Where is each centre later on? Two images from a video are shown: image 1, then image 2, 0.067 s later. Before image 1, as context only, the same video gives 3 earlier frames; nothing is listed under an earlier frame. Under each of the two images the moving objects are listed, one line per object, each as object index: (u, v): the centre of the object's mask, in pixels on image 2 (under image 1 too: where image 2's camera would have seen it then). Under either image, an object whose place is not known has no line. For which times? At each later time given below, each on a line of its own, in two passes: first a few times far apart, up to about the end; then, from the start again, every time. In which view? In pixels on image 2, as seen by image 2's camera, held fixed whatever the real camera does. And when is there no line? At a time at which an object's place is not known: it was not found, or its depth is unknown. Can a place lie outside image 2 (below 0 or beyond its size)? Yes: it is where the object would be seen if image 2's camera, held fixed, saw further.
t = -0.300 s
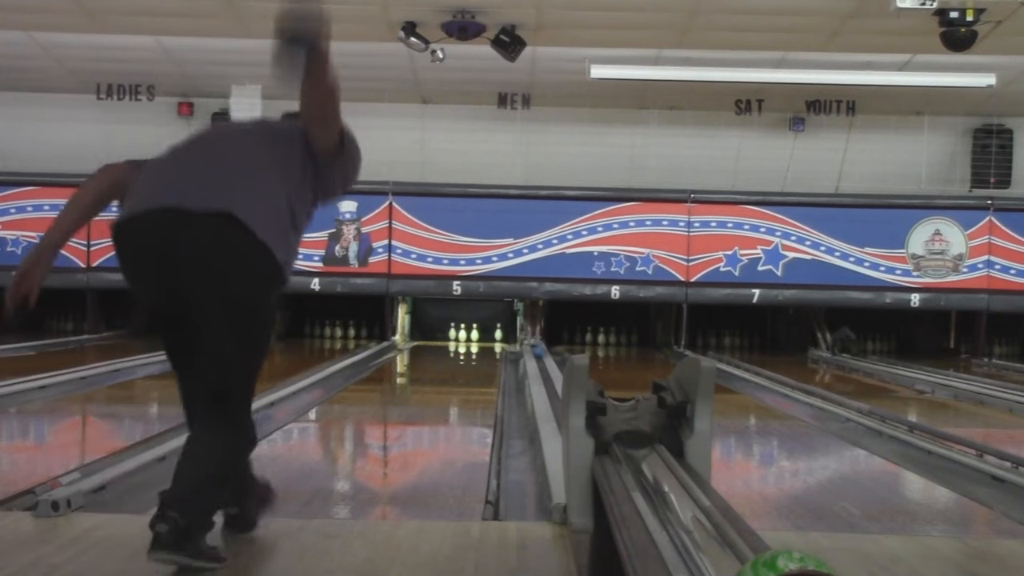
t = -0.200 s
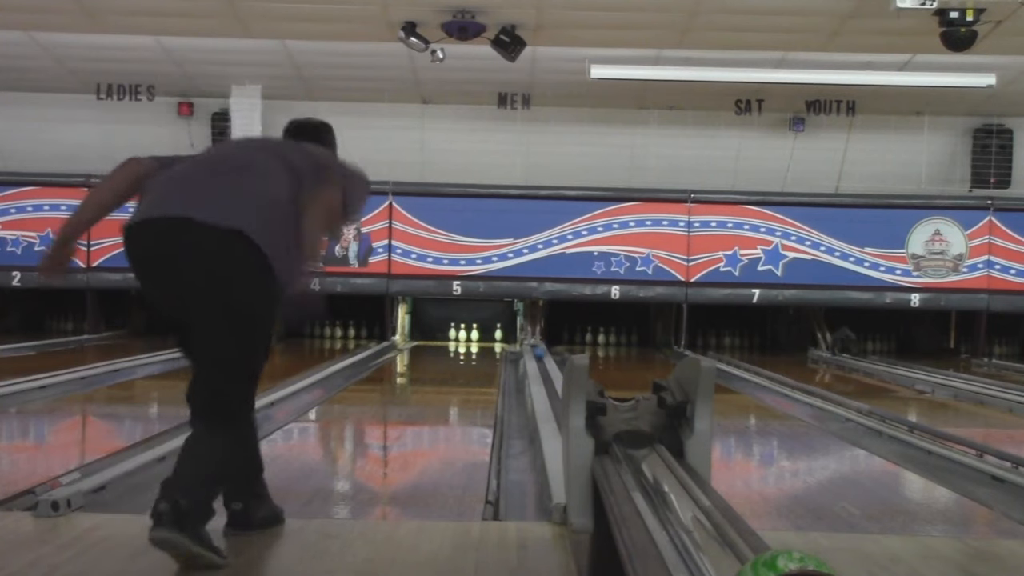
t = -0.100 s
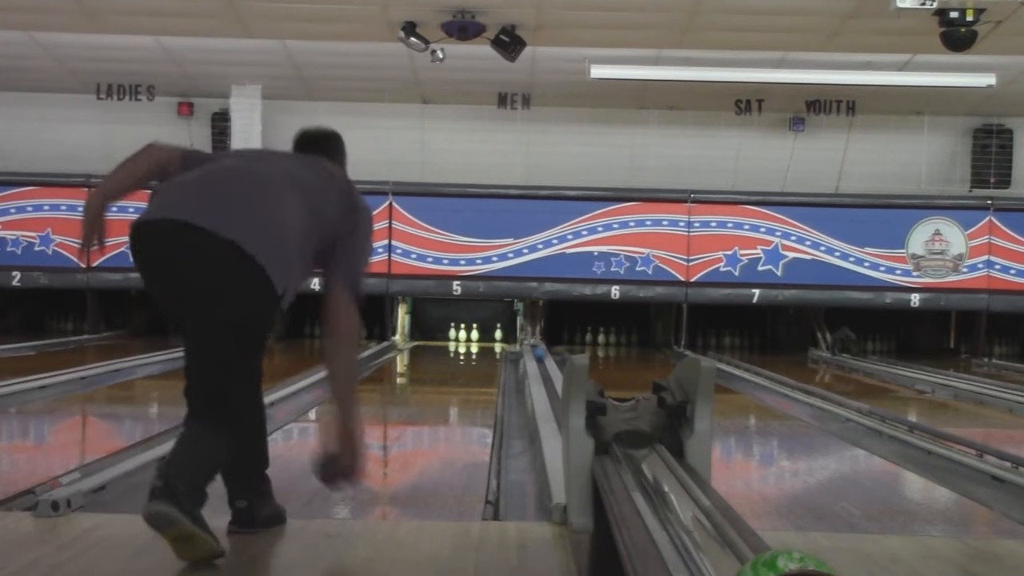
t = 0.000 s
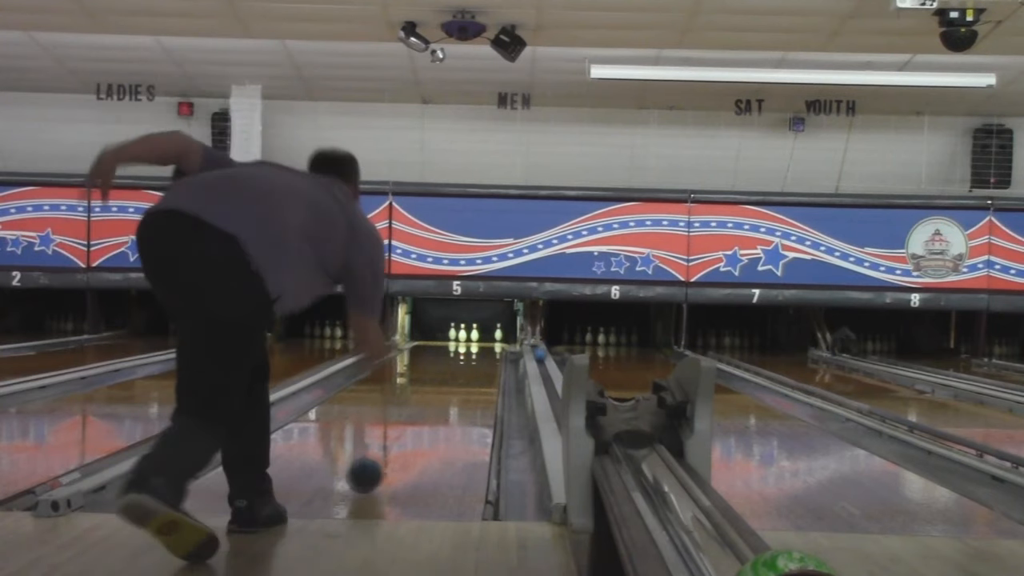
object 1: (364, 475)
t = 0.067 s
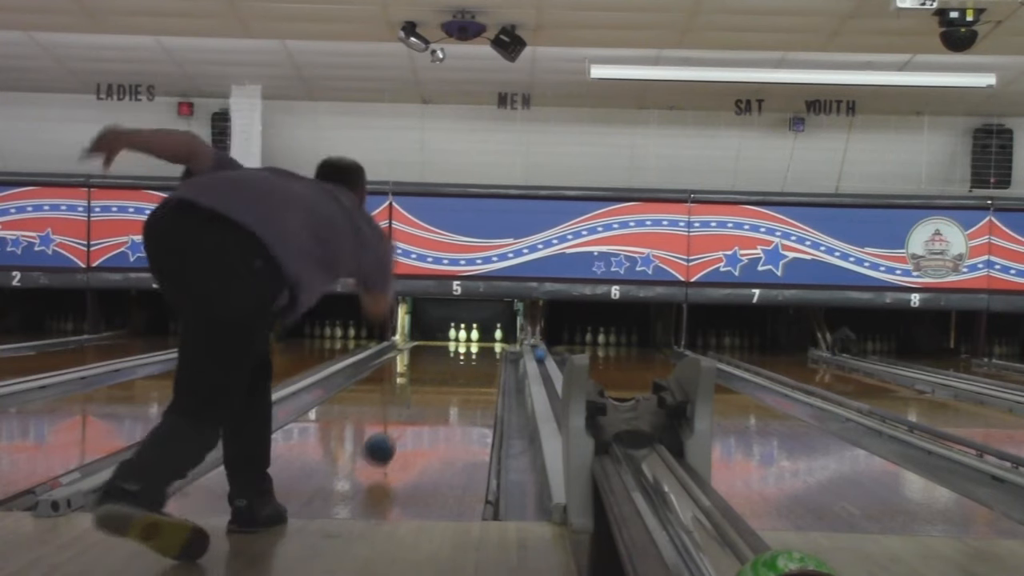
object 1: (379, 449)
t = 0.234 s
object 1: (404, 422)
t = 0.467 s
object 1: (427, 396)
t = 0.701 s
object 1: (440, 376)
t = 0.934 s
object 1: (448, 365)
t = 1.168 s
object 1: (454, 355)
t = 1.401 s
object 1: (459, 347)
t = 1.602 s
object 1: (460, 342)
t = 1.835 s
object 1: (461, 337)
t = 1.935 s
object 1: (459, 336)
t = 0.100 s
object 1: (386, 441)
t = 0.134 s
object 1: (391, 437)
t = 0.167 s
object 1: (396, 435)
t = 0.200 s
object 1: (401, 427)
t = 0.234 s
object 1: (404, 422)
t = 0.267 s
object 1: (408, 419)
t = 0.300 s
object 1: (412, 414)
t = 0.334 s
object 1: (416, 411)
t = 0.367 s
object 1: (419, 406)
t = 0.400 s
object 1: (421, 403)
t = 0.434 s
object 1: (424, 400)
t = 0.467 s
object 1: (427, 396)
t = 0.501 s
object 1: (429, 392)
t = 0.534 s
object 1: (431, 389)
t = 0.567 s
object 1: (433, 386)
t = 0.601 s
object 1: (435, 384)
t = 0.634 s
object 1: (437, 381)
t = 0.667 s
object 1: (438, 379)
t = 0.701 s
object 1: (440, 376)
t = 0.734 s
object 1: (441, 375)
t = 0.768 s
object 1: (443, 373)
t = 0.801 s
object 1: (443, 372)
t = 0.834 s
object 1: (446, 369)
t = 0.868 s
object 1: (447, 367)
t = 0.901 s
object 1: (447, 365)
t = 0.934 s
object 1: (448, 365)
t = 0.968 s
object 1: (449, 364)
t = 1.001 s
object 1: (450, 362)
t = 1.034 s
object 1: (451, 360)
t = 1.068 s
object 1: (452, 357)
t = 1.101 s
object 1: (453, 356)
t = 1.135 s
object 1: (453, 355)
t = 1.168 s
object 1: (454, 355)
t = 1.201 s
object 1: (455, 353)
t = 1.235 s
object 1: (455, 352)
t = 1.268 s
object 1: (455, 351)
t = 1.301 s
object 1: (456, 349)
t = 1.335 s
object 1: (457, 348)
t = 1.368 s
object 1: (458, 347)
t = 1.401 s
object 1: (459, 347)
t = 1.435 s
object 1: (459, 346)
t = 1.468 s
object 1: (459, 345)
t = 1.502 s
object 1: (460, 345)
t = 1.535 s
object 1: (460, 343)
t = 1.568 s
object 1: (460, 343)
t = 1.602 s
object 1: (460, 342)
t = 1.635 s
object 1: (461, 341)
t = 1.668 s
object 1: (461, 340)
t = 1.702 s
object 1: (461, 340)
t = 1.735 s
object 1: (461, 338)
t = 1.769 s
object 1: (461, 337)
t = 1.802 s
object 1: (461, 337)
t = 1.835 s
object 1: (461, 337)
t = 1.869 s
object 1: (460, 337)
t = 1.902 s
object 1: (460, 336)
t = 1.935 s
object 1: (459, 336)
